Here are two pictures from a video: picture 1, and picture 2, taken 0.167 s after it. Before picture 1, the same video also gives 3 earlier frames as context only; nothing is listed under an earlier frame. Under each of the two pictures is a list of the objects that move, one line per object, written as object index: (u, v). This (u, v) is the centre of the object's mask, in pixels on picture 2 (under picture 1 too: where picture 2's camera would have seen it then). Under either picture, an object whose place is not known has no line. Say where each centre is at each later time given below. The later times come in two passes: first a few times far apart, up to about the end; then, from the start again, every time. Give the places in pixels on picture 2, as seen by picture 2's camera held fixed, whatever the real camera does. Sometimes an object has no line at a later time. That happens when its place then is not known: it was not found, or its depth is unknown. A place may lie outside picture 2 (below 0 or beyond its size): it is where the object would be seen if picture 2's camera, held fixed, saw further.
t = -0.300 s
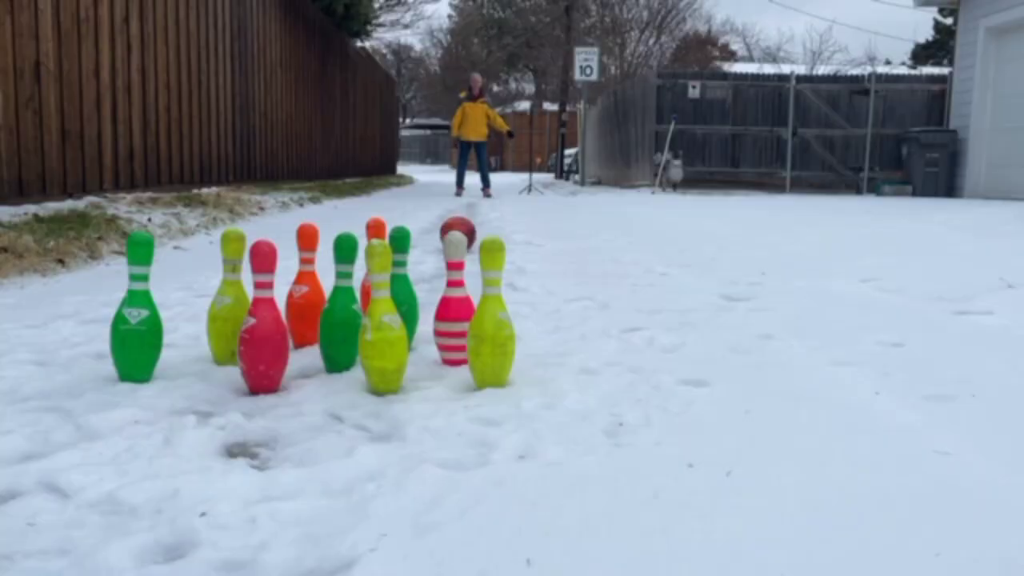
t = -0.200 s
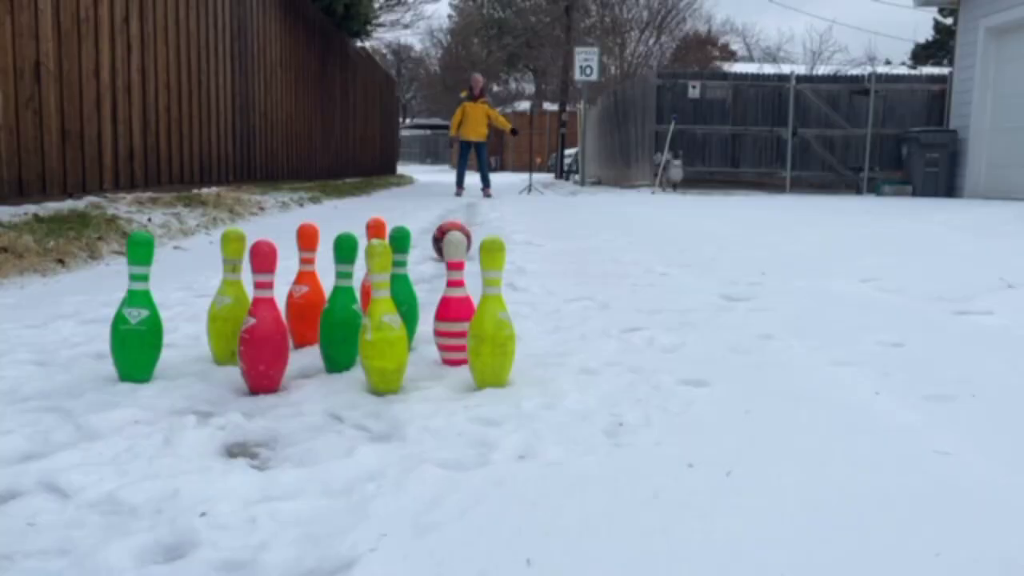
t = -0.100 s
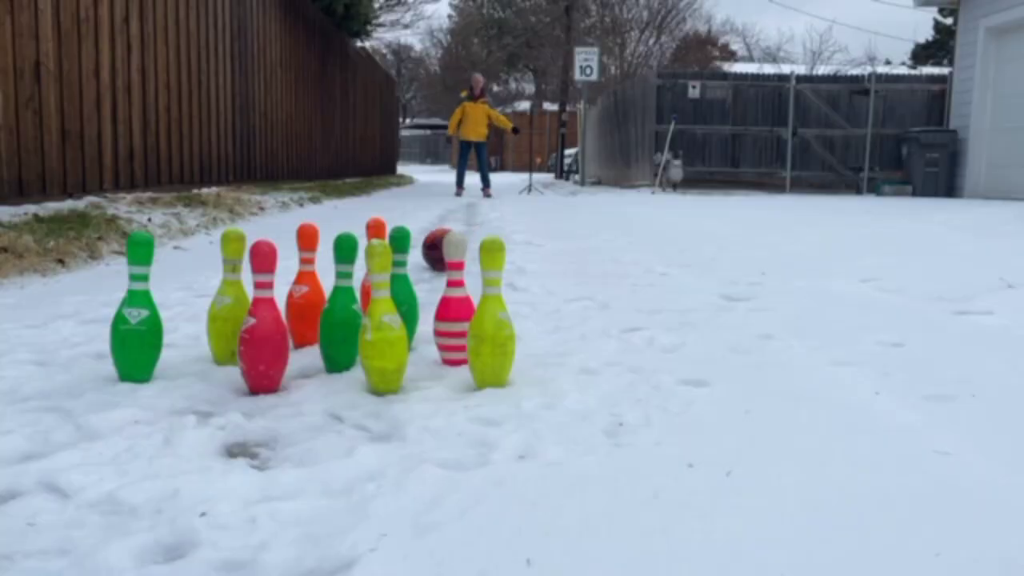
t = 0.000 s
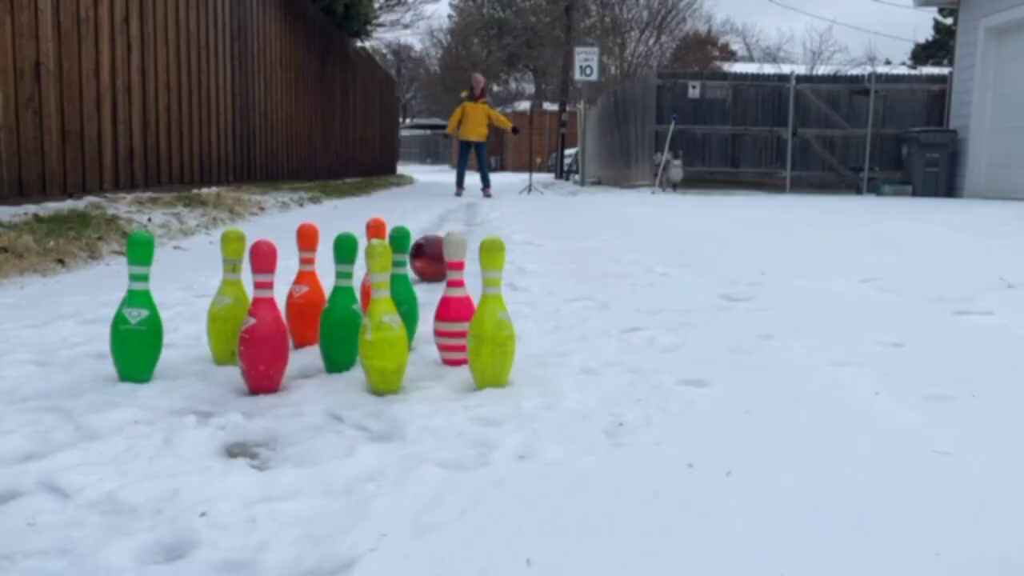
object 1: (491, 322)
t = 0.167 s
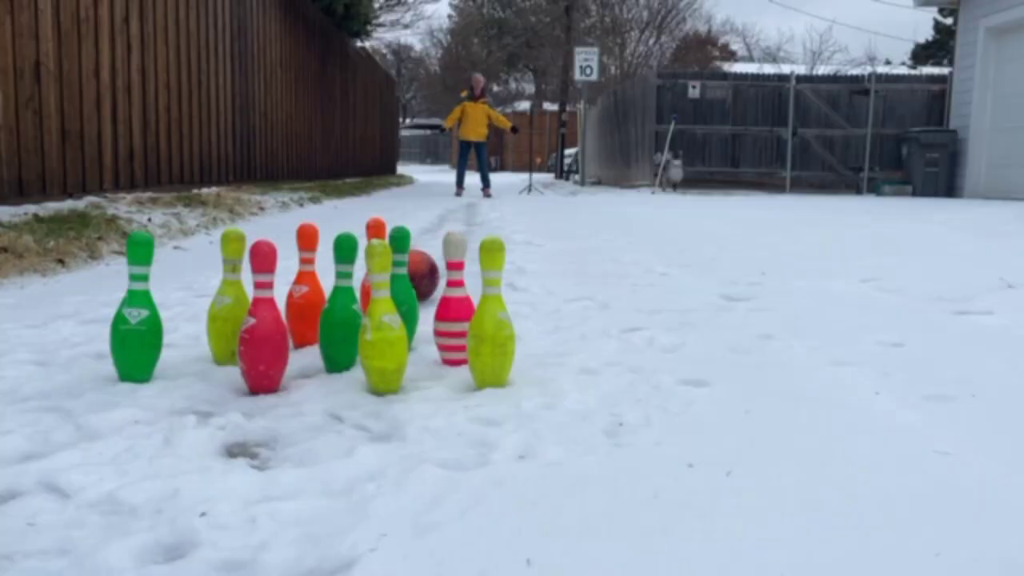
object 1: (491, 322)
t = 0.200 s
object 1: (491, 322)
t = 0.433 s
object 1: (491, 322)
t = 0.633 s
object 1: (491, 322)
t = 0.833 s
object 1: (522, 333)
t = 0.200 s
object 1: (491, 322)
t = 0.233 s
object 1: (491, 322)
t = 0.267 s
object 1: (491, 322)
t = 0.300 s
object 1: (491, 322)
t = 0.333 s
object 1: (491, 322)
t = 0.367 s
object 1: (491, 322)
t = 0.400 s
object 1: (491, 322)
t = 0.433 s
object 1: (491, 322)
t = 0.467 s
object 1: (491, 322)
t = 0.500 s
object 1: (491, 322)
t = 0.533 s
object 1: (491, 322)
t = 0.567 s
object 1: (491, 323)
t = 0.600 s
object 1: (491, 322)
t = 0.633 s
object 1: (491, 322)
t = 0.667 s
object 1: (491, 322)
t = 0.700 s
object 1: (496, 322)
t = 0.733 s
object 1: (502, 323)
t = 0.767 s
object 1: (508, 325)
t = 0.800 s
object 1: (515, 327)
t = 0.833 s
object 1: (522, 333)
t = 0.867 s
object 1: (529, 342)
